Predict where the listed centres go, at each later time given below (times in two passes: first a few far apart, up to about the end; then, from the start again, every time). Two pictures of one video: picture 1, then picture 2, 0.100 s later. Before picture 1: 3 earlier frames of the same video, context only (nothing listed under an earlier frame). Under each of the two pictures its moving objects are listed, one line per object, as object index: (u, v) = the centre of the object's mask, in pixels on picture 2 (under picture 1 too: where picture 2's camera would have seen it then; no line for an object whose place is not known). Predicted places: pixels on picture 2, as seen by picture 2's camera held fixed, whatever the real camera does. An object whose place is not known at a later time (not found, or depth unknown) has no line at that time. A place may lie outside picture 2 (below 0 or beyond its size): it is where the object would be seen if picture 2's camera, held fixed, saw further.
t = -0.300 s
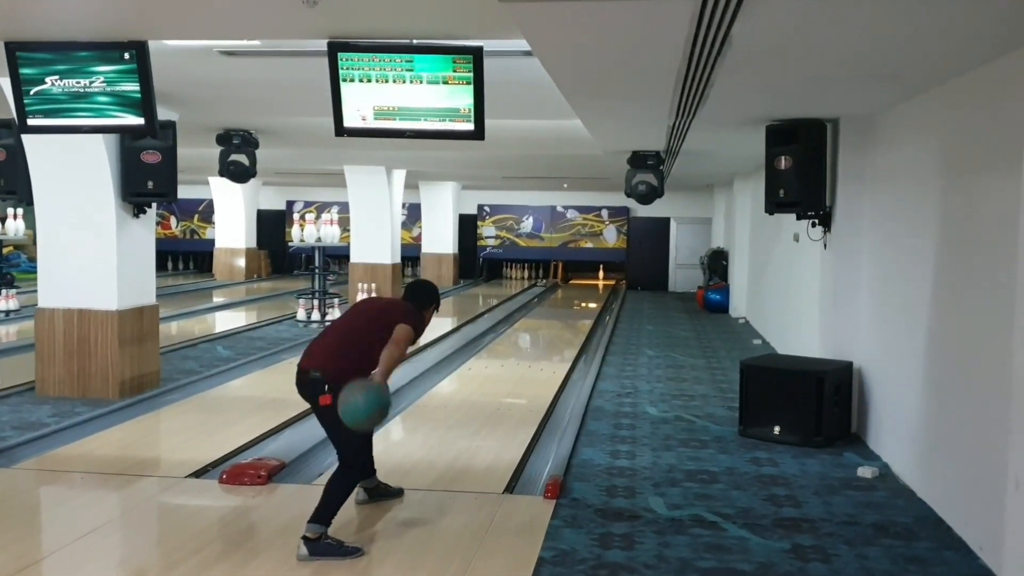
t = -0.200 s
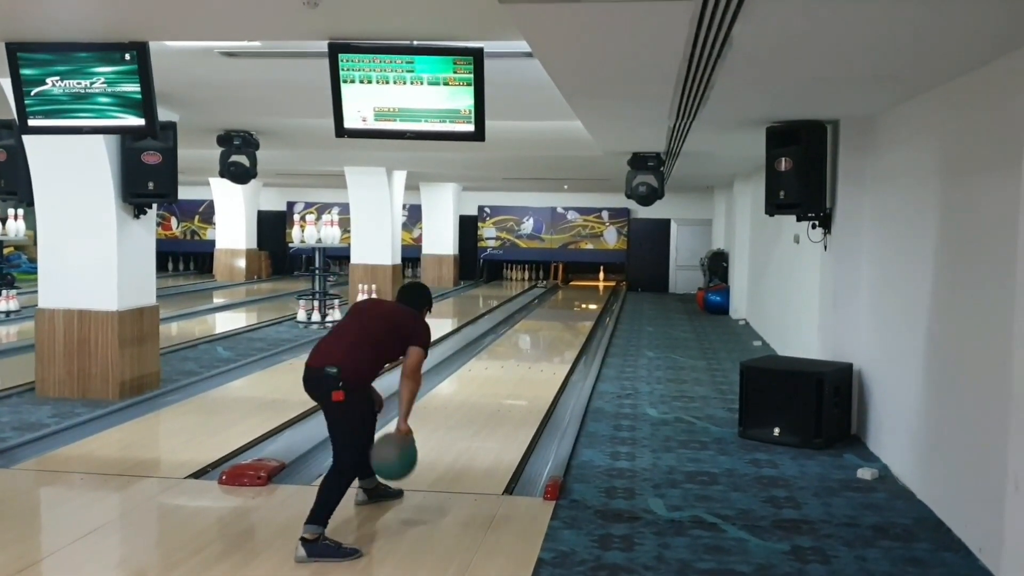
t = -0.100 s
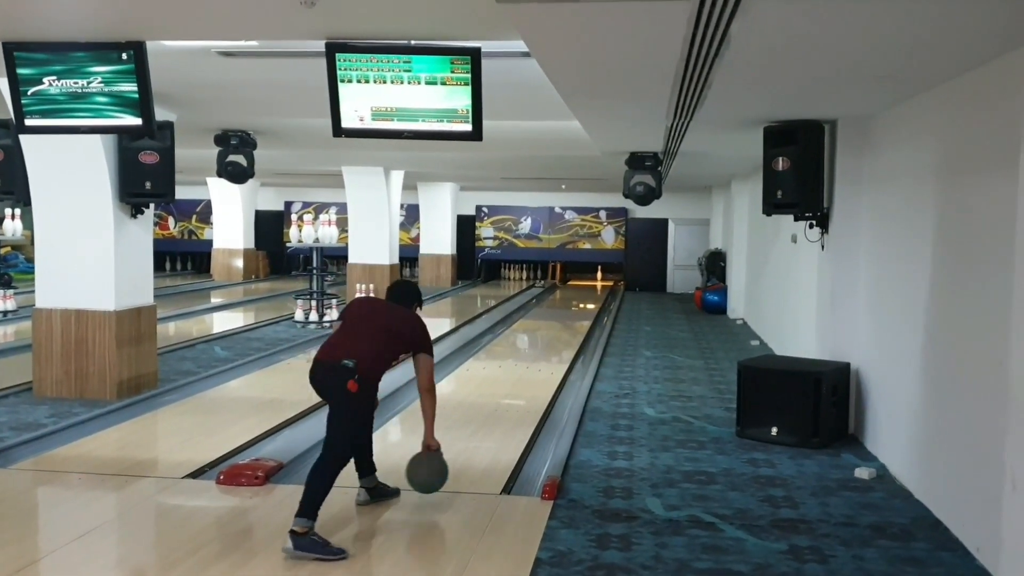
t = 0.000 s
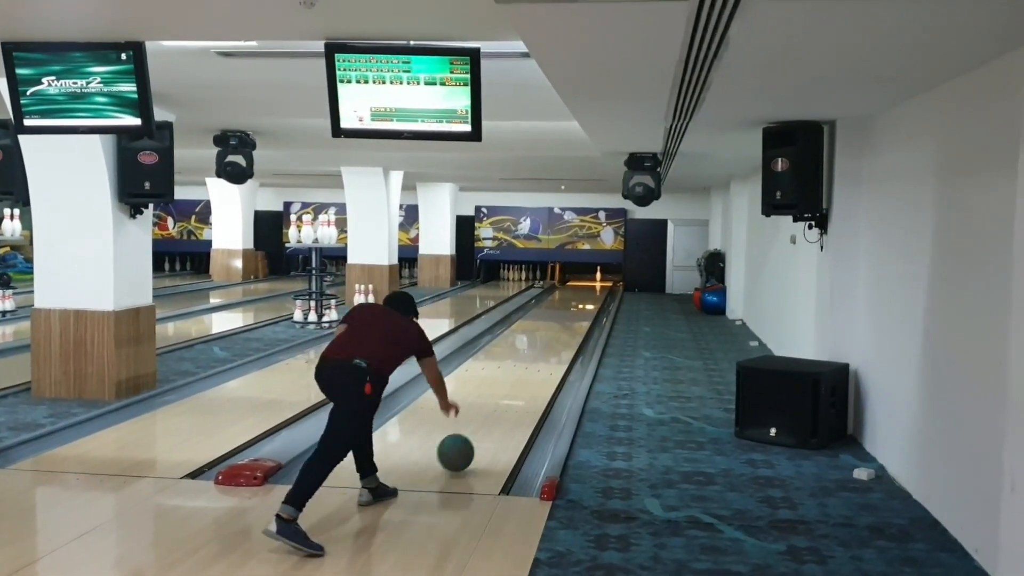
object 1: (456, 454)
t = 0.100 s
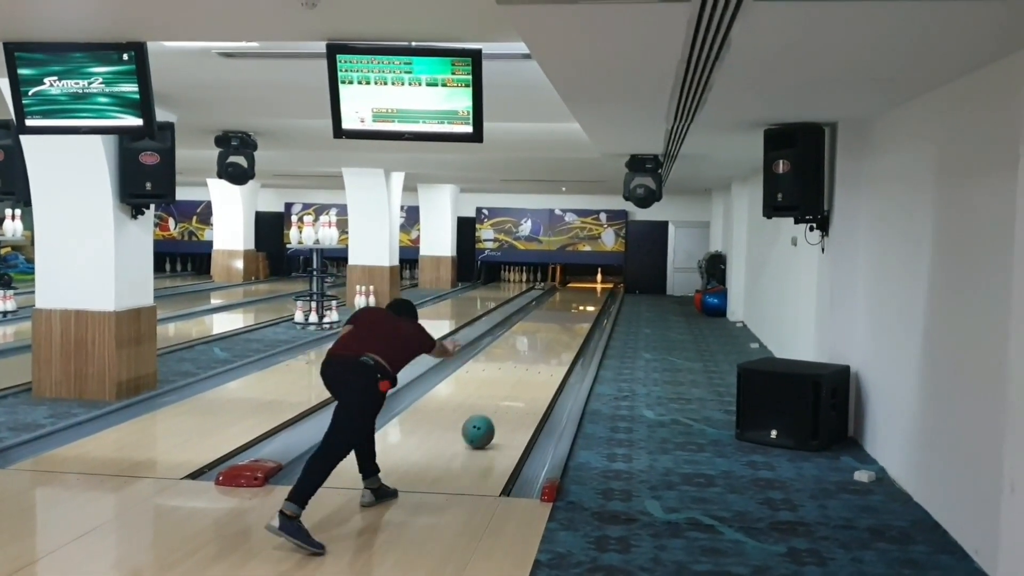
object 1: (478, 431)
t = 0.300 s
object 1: (510, 395)
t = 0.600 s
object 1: (540, 361)
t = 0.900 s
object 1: (558, 339)
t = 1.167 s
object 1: (570, 326)
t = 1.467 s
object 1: (579, 314)
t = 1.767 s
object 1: (586, 305)
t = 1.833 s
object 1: (587, 303)
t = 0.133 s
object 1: (484, 424)
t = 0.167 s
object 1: (490, 417)
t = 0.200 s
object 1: (495, 411)
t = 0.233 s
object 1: (501, 405)
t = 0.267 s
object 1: (505, 400)
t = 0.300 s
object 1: (510, 395)
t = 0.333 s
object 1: (514, 390)
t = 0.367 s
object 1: (518, 386)
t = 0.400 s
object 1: (521, 382)
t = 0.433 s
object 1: (525, 378)
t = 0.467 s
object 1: (528, 374)
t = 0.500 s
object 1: (531, 371)
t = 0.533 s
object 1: (534, 367)
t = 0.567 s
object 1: (537, 364)
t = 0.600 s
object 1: (540, 361)
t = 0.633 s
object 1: (542, 358)
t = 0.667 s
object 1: (544, 355)
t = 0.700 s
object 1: (547, 353)
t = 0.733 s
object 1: (549, 350)
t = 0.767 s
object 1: (551, 348)
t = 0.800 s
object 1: (553, 346)
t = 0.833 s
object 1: (555, 343)
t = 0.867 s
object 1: (557, 341)
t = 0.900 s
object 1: (558, 339)
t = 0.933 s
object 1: (560, 337)
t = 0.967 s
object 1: (562, 335)
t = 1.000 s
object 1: (563, 334)
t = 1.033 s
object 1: (565, 332)
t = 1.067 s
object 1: (566, 330)
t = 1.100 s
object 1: (568, 329)
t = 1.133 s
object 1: (569, 327)
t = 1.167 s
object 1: (570, 326)
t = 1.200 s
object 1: (571, 324)
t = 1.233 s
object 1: (573, 323)
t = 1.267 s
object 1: (574, 322)
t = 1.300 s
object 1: (576, 320)
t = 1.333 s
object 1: (576, 319)
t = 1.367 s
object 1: (577, 318)
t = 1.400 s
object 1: (578, 316)
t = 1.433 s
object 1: (578, 315)
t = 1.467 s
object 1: (579, 314)
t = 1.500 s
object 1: (580, 313)
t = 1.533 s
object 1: (581, 312)
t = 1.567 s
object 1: (582, 311)
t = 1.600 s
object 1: (583, 310)
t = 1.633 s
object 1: (583, 308)
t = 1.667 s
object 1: (583, 308)
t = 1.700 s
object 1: (584, 307)
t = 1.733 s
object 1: (585, 306)
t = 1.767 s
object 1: (586, 305)
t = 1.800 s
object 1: (587, 304)
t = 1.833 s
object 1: (587, 303)
